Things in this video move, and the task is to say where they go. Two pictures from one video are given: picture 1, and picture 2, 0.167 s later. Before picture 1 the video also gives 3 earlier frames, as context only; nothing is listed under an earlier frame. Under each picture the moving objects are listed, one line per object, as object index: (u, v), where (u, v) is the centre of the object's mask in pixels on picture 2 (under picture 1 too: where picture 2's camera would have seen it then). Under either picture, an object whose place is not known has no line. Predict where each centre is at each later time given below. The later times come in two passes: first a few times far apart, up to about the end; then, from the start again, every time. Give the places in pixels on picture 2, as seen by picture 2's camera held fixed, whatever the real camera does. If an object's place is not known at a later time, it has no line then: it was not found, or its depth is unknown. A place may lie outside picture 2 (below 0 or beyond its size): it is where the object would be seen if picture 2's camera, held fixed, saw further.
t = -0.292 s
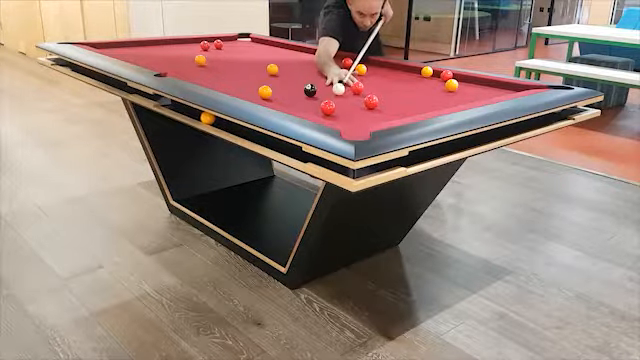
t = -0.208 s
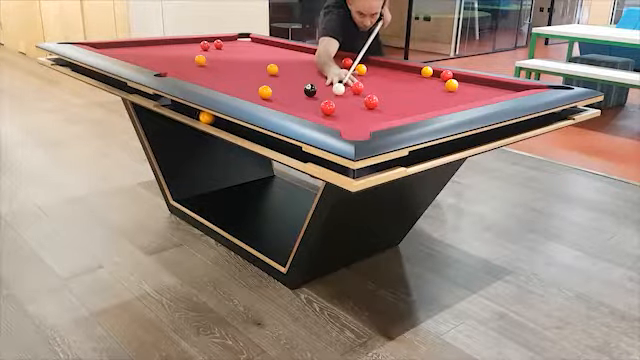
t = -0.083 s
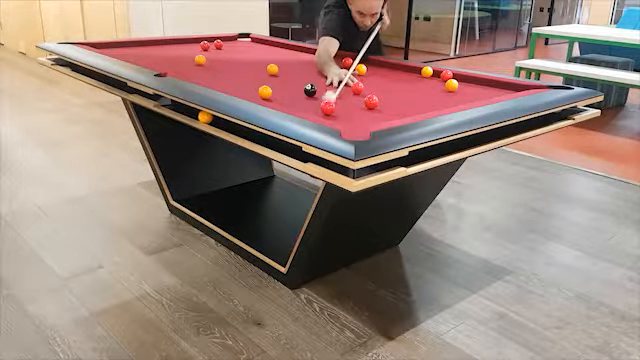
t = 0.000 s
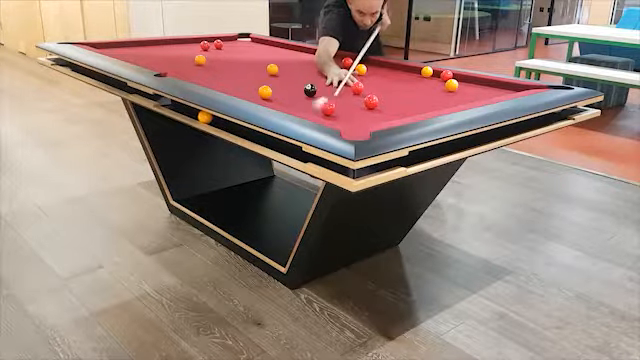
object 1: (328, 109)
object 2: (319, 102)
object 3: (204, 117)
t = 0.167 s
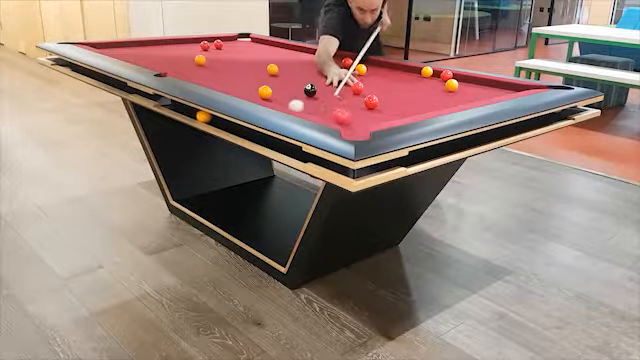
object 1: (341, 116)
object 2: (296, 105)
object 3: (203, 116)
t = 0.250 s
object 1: (347, 120)
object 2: (287, 104)
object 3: (203, 116)
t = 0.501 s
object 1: (360, 132)
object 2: (296, 102)
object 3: (200, 115)
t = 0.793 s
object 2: (304, 99)
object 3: (199, 115)
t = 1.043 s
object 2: (311, 96)
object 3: (197, 114)
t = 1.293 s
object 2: (317, 93)
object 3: (195, 113)
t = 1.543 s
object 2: (322, 91)
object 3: (195, 113)
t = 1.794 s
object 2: (327, 90)
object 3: (193, 113)
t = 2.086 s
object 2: (332, 88)
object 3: (192, 112)
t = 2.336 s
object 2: (335, 88)
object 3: (192, 112)
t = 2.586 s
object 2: (338, 87)
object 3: (191, 112)
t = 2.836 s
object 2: (340, 86)
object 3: (190, 111)
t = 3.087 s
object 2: (340, 86)
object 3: (190, 112)
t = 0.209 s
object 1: (344, 119)
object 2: (292, 105)
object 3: (203, 116)
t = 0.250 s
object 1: (347, 120)
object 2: (287, 104)
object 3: (203, 116)
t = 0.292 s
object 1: (350, 122)
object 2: (288, 104)
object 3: (202, 116)
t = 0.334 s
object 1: (351, 123)
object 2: (289, 104)
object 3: (202, 116)
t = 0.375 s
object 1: (357, 127)
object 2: (291, 104)
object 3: (201, 116)
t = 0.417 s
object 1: (359, 129)
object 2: (291, 104)
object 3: (201, 116)
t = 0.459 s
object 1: (360, 131)
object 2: (294, 103)
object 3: (200, 116)
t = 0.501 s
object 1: (360, 132)
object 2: (296, 102)
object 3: (200, 115)
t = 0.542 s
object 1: (359, 132)
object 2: (297, 102)
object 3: (200, 115)
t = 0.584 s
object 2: (298, 102)
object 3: (200, 115)
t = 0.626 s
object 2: (299, 101)
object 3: (200, 115)
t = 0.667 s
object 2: (301, 100)
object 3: (200, 115)
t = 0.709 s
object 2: (302, 100)
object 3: (200, 115)
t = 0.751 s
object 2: (304, 99)
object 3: (199, 115)
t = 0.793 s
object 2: (304, 99)
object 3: (199, 115)
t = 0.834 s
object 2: (306, 98)
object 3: (198, 115)
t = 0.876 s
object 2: (307, 98)
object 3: (198, 115)
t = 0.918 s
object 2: (308, 97)
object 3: (198, 115)
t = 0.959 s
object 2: (309, 97)
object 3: (197, 114)
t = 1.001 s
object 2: (310, 97)
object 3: (197, 114)
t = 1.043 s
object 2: (311, 96)
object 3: (197, 114)
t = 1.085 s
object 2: (312, 96)
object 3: (197, 114)
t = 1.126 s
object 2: (313, 95)
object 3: (196, 114)
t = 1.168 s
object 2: (313, 95)
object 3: (196, 114)
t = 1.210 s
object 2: (315, 94)
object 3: (196, 114)
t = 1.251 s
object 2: (315, 94)
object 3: (196, 114)
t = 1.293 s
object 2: (317, 93)
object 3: (195, 113)
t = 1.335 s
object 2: (318, 93)
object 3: (195, 113)
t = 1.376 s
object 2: (319, 93)
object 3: (195, 113)
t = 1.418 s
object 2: (320, 92)
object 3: (195, 113)
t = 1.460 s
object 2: (320, 92)
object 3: (195, 113)
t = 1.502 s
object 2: (321, 92)
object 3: (195, 113)
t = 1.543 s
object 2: (322, 91)
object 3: (195, 113)
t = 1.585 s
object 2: (323, 91)
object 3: (195, 113)
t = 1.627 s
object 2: (324, 91)
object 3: (194, 113)
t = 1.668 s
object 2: (325, 91)
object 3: (194, 113)
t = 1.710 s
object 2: (326, 90)
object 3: (194, 113)
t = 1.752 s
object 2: (326, 90)
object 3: (194, 113)
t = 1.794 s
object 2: (327, 90)
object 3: (193, 113)
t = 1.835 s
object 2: (328, 89)
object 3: (193, 113)
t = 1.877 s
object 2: (328, 89)
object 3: (193, 113)
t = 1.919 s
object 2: (330, 89)
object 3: (192, 112)
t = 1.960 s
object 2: (330, 89)
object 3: (192, 112)
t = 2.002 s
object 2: (331, 88)
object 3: (192, 112)
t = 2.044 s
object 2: (332, 88)
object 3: (192, 112)
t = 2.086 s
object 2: (332, 88)
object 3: (192, 112)
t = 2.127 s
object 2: (333, 88)
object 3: (192, 112)
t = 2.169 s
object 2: (333, 88)
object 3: (192, 112)
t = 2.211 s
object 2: (334, 88)
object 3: (192, 112)
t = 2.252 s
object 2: (334, 88)
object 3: (192, 112)
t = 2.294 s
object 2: (335, 88)
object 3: (192, 112)
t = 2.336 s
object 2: (335, 88)
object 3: (192, 112)
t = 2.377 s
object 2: (336, 87)
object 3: (192, 112)
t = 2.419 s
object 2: (336, 87)
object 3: (192, 112)
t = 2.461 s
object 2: (337, 87)
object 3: (191, 112)
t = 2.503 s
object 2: (337, 87)
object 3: (191, 112)
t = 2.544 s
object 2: (338, 87)
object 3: (191, 112)
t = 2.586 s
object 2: (338, 87)
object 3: (191, 112)
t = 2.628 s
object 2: (339, 86)
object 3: (191, 112)
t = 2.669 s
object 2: (339, 86)
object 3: (191, 112)
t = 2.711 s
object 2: (339, 86)
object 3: (191, 112)
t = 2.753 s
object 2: (339, 86)
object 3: (191, 112)
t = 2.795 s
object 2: (339, 86)
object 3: (190, 112)
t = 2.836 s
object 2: (340, 86)
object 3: (190, 111)
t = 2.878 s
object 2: (340, 86)
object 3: (190, 111)
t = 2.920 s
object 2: (340, 86)
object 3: (190, 111)
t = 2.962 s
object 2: (340, 86)
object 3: (190, 111)
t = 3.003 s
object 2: (340, 86)
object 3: (190, 111)
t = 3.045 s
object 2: (340, 86)
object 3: (190, 111)
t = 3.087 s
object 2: (340, 86)
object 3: (190, 112)
